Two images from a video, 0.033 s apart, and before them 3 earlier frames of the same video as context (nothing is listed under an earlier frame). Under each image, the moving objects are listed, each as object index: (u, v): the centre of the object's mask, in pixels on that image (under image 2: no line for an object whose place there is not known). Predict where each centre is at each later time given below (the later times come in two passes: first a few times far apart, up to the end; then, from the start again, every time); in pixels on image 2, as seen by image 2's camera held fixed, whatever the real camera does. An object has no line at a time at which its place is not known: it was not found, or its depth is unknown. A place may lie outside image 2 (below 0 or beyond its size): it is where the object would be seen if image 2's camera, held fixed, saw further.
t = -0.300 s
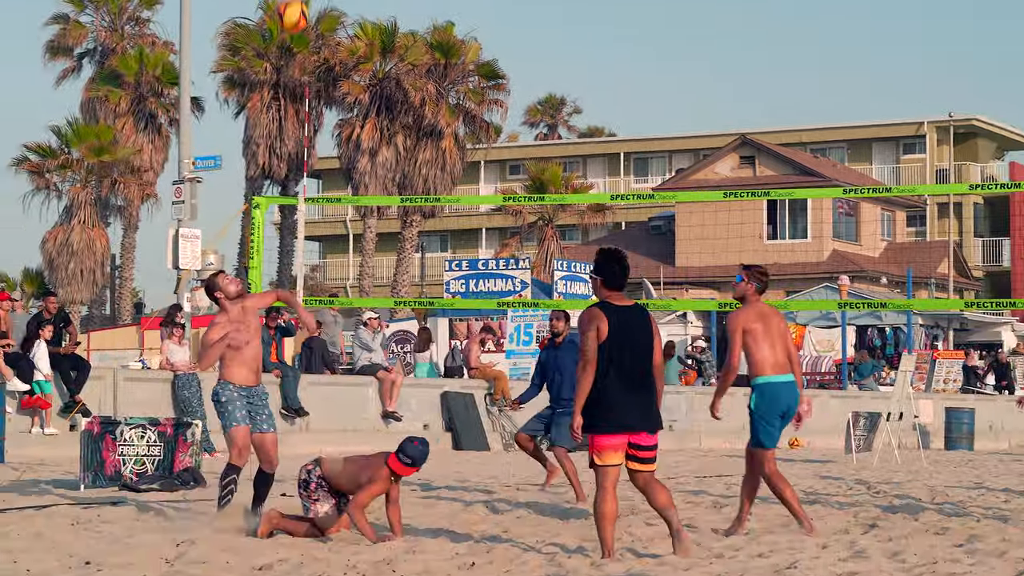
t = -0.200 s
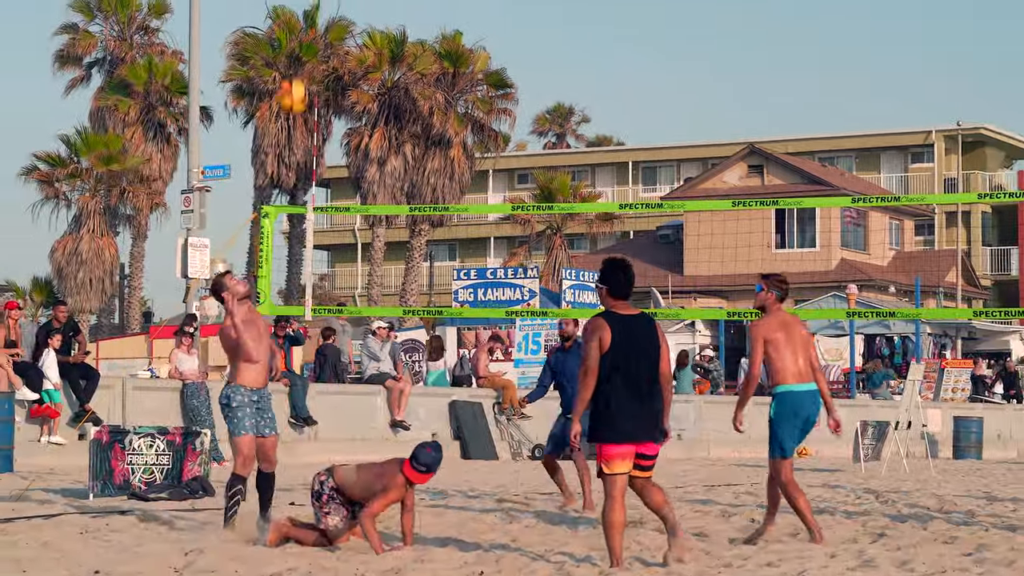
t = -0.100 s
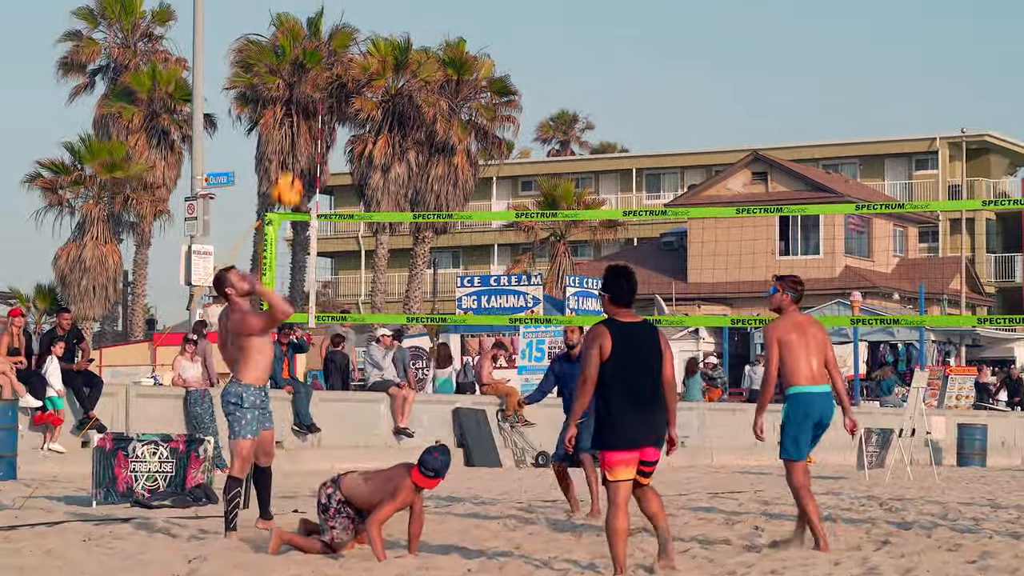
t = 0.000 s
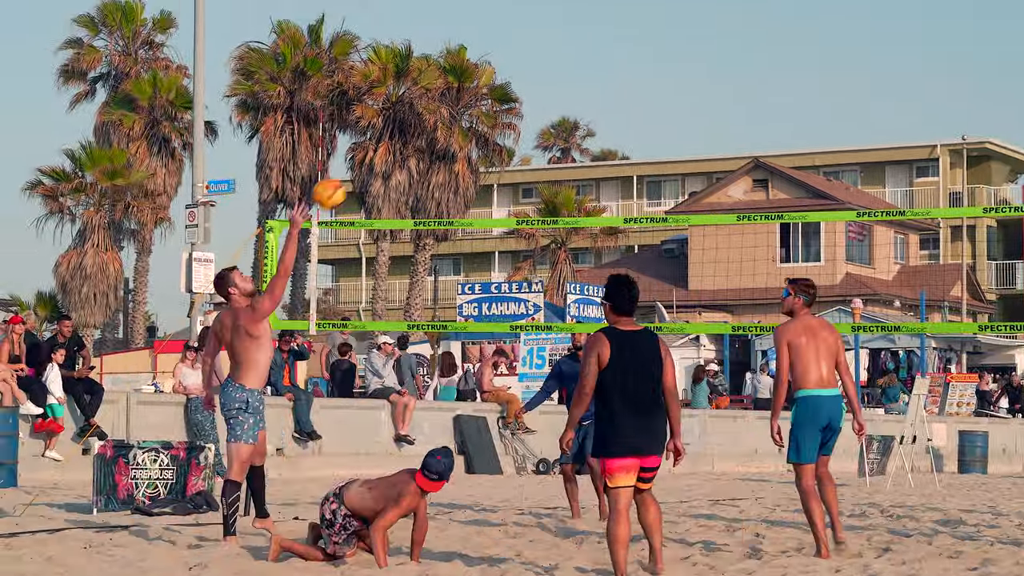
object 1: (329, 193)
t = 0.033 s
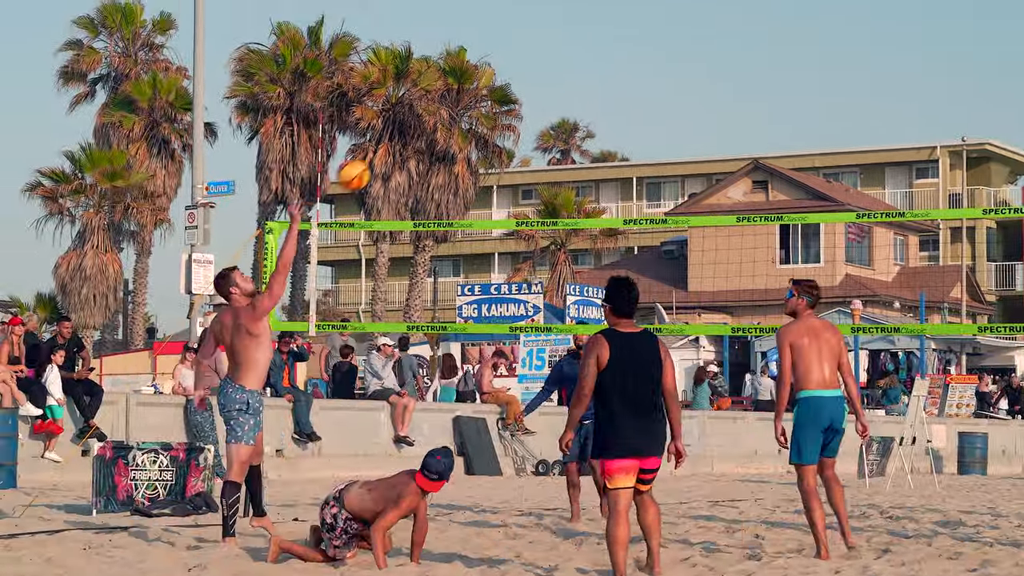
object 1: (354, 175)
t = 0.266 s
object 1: (503, 88)
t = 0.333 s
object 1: (544, 80)
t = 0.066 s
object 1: (376, 156)
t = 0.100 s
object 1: (400, 138)
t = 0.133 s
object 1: (422, 125)
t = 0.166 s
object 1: (444, 112)
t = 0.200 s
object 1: (465, 102)
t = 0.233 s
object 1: (484, 93)
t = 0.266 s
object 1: (503, 88)
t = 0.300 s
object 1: (524, 82)
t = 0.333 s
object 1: (544, 80)
